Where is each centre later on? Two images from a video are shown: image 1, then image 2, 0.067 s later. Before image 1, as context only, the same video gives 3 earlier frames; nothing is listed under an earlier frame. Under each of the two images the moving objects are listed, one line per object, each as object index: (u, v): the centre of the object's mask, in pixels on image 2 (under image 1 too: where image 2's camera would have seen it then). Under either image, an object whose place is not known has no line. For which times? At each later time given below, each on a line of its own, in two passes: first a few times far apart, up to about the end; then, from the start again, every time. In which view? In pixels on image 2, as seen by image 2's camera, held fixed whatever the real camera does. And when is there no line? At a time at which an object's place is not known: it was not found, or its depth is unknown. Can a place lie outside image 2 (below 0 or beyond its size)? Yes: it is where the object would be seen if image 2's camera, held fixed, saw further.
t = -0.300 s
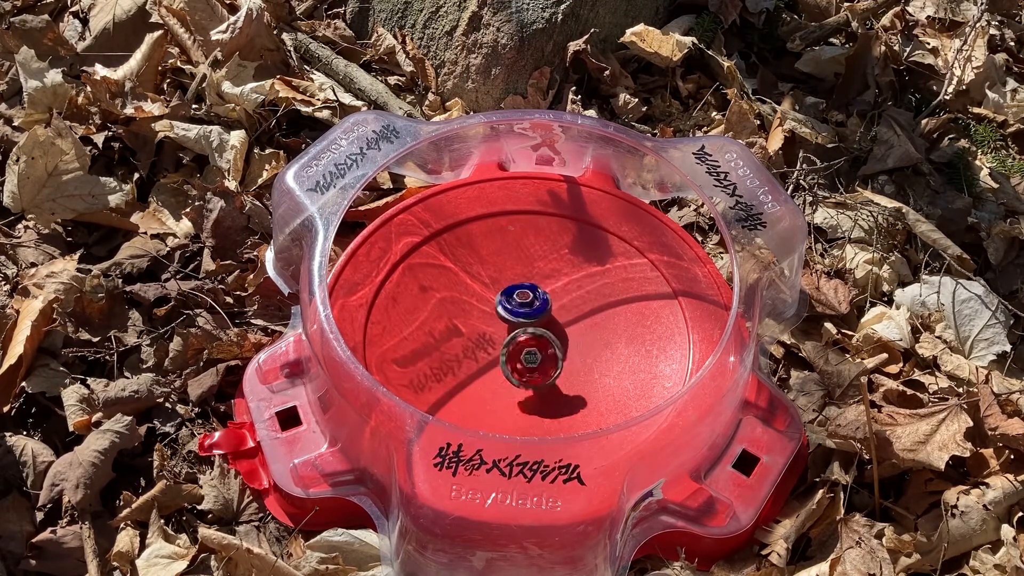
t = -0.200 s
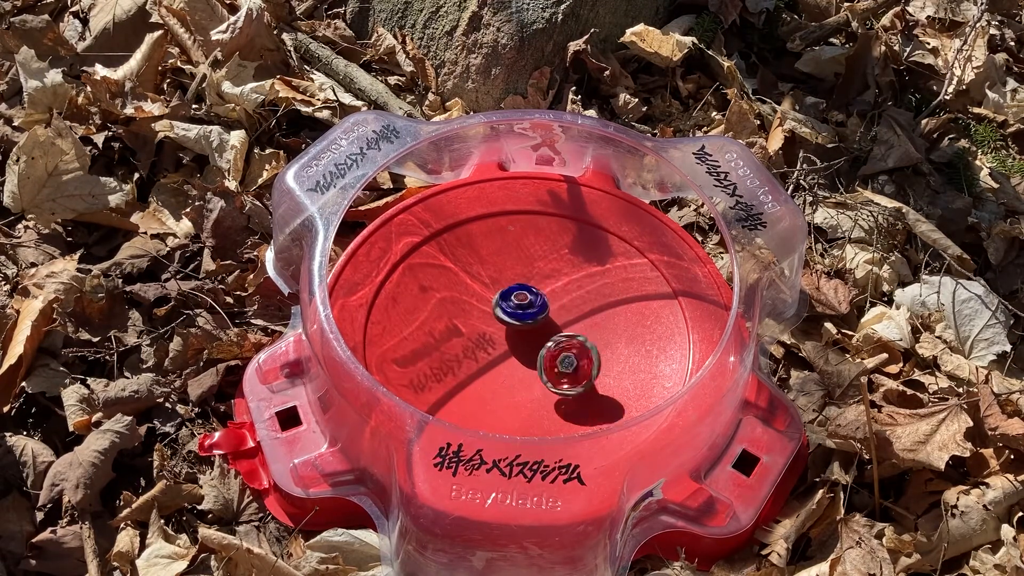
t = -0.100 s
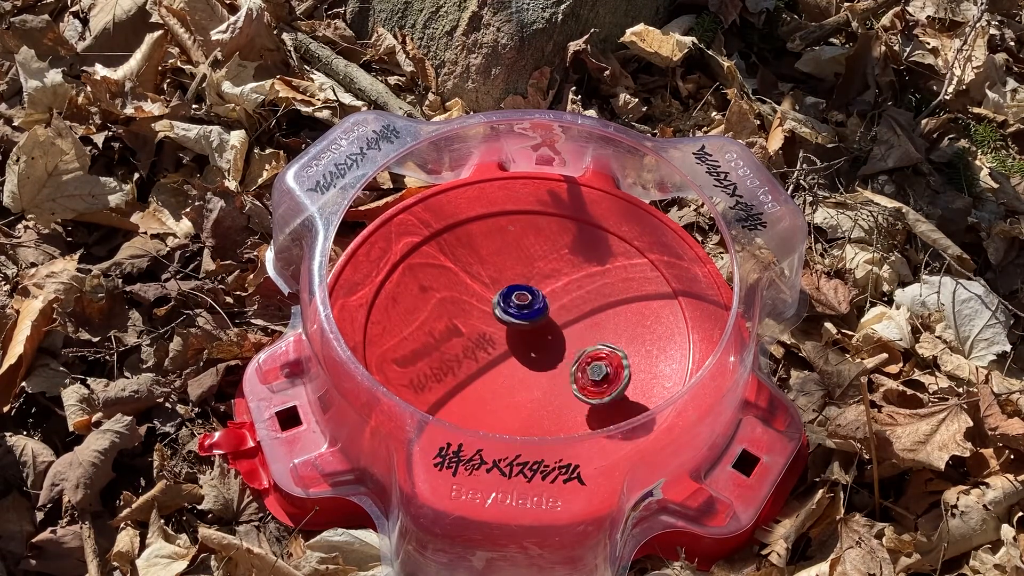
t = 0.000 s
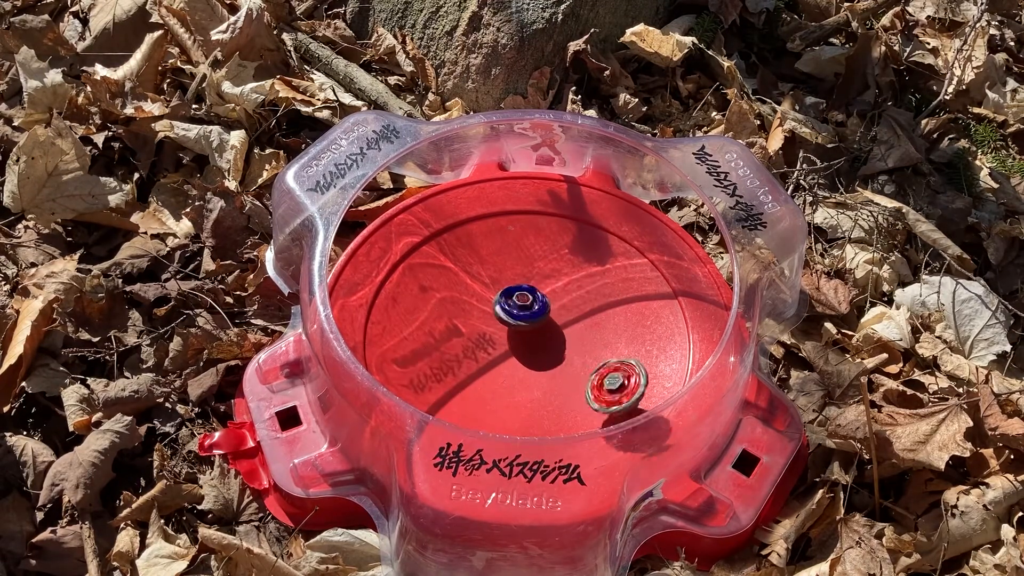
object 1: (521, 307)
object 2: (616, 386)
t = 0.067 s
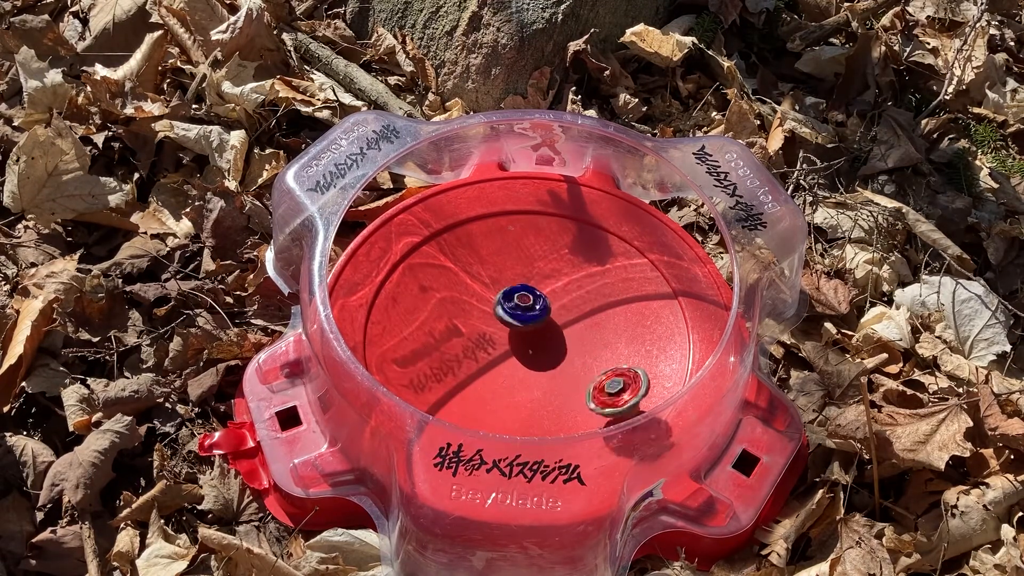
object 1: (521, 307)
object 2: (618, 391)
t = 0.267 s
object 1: (523, 309)
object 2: (596, 394)
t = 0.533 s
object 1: (517, 306)
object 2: (547, 336)
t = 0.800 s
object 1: (519, 294)
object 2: (562, 323)
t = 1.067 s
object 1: (527, 300)
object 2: (573, 323)
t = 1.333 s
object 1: (517, 306)
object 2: (559, 345)
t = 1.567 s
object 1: (499, 300)
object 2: (530, 358)
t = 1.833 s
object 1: (488, 306)
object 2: (522, 344)
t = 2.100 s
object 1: (488, 311)
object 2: (542, 330)
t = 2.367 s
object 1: (491, 319)
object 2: (557, 342)
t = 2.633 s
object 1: (492, 329)
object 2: (545, 352)
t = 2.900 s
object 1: (485, 335)
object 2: (540, 357)
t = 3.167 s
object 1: (486, 342)
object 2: (541, 339)
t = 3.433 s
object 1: (494, 348)
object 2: (557, 327)
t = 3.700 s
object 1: (501, 351)
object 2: (557, 333)
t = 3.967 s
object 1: (488, 357)
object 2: (563, 336)
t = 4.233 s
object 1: (498, 355)
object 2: (547, 328)
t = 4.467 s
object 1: (510, 350)
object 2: (546, 316)
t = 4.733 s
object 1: (527, 346)
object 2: (592, 328)
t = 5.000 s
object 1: (522, 342)
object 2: (583, 366)
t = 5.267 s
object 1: (501, 334)
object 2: (560, 346)
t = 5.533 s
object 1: (500, 335)
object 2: (576, 309)
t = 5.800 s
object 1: (502, 337)
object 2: (566, 320)
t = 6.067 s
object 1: (500, 338)
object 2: (552, 322)
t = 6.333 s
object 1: (489, 339)
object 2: (610, 353)
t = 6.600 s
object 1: (495, 345)
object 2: (603, 379)
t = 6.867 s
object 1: (497, 348)
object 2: (490, 410)
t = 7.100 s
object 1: (498, 349)
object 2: (492, 417)
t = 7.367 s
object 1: (499, 348)
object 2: (490, 407)
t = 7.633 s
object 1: (510, 345)
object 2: (549, 404)
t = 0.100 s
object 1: (522, 307)
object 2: (618, 393)
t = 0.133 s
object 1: (522, 307)
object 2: (616, 395)
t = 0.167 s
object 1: (522, 308)
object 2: (613, 396)
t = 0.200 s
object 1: (523, 308)
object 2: (608, 397)
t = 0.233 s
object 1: (523, 308)
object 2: (603, 396)
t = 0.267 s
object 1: (523, 309)
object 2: (596, 394)
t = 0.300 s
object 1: (523, 308)
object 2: (588, 391)
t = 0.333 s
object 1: (523, 310)
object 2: (580, 386)
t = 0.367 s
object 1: (523, 309)
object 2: (572, 379)
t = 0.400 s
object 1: (523, 310)
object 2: (565, 371)
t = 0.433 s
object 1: (523, 310)
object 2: (558, 363)
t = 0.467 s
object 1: (522, 310)
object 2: (553, 353)
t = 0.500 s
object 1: (520, 308)
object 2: (549, 345)
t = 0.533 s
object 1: (517, 306)
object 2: (547, 336)
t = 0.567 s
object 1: (516, 301)
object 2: (550, 339)
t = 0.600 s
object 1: (516, 298)
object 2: (552, 340)
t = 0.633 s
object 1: (516, 297)
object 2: (552, 338)
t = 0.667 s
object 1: (516, 296)
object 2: (553, 333)
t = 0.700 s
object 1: (517, 295)
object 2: (556, 329)
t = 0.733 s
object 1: (518, 294)
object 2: (559, 327)
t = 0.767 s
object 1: (518, 295)
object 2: (561, 326)
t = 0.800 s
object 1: (519, 294)
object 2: (562, 323)
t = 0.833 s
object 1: (520, 295)
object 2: (566, 321)
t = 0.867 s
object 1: (522, 295)
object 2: (569, 320)
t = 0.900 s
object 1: (523, 296)
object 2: (571, 320)
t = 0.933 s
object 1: (524, 297)
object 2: (572, 320)
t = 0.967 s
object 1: (525, 297)
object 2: (573, 319)
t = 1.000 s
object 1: (526, 298)
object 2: (574, 320)
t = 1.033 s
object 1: (527, 299)
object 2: (574, 321)
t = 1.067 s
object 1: (527, 300)
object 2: (573, 323)
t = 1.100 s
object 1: (526, 300)
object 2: (573, 326)
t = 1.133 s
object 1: (523, 298)
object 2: (574, 333)
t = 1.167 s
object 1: (521, 297)
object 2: (571, 336)
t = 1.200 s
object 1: (520, 299)
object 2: (569, 338)
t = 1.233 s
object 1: (519, 300)
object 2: (568, 339)
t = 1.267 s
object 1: (518, 302)
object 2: (567, 342)
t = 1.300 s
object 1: (517, 304)
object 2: (563, 344)
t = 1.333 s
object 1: (517, 306)
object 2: (559, 345)
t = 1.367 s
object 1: (516, 309)
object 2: (554, 345)
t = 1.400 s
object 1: (515, 310)
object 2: (549, 345)
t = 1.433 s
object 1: (513, 310)
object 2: (545, 347)
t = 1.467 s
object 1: (510, 308)
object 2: (541, 351)
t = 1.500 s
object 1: (505, 302)
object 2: (539, 356)
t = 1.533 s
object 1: (501, 300)
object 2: (534, 358)
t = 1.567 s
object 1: (499, 300)
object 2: (530, 358)
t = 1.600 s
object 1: (496, 301)
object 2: (528, 356)
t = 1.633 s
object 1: (495, 302)
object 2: (527, 355)
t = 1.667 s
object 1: (494, 303)
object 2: (525, 355)
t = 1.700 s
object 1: (493, 304)
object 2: (523, 353)
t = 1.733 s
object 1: (491, 305)
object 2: (521, 350)
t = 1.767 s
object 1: (491, 306)
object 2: (521, 348)
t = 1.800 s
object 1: (489, 306)
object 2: (522, 346)
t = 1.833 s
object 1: (488, 306)
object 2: (522, 344)
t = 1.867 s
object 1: (487, 306)
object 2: (523, 341)
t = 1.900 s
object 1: (486, 306)
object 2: (524, 338)
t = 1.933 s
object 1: (486, 307)
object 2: (527, 336)
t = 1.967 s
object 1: (486, 308)
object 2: (530, 335)
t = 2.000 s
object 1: (486, 309)
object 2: (532, 333)
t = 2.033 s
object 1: (486, 309)
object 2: (535, 332)
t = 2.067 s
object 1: (487, 311)
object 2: (538, 331)
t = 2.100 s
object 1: (488, 311)
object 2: (542, 330)
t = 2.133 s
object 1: (488, 313)
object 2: (545, 330)
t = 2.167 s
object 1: (489, 314)
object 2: (548, 331)
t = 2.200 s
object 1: (489, 315)
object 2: (551, 332)
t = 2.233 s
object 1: (490, 316)
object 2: (553, 334)
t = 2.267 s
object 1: (490, 317)
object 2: (555, 336)
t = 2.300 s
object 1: (490, 317)
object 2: (556, 338)
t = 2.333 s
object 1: (491, 318)
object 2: (557, 340)
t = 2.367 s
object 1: (491, 319)
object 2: (557, 342)
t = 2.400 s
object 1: (493, 321)
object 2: (556, 344)
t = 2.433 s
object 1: (493, 322)
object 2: (555, 346)
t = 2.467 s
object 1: (494, 324)
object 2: (553, 348)
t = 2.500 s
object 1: (495, 325)
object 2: (551, 349)
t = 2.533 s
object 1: (495, 326)
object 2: (548, 350)
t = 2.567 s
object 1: (495, 327)
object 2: (545, 349)
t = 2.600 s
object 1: (494, 328)
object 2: (542, 349)
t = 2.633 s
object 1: (492, 329)
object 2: (545, 352)
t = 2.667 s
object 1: (487, 328)
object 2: (546, 356)
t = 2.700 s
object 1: (485, 328)
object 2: (545, 358)
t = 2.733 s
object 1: (485, 329)
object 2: (544, 358)
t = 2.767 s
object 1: (485, 330)
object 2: (544, 359)
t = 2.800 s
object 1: (485, 331)
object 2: (544, 359)
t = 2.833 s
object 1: (485, 333)
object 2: (543, 359)
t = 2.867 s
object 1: (485, 334)
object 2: (541, 358)
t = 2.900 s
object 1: (485, 335)
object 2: (540, 357)
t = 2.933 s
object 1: (485, 335)
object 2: (540, 355)
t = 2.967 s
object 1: (484, 336)
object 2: (539, 353)
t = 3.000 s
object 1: (484, 337)
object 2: (538, 352)
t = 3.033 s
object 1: (484, 338)
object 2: (538, 349)
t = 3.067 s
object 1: (484, 339)
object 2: (539, 346)
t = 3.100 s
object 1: (485, 341)
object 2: (540, 344)
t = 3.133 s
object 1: (485, 341)
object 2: (540, 342)
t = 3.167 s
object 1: (486, 342)
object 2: (541, 339)
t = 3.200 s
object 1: (487, 343)
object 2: (542, 337)
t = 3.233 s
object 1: (488, 344)
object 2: (544, 334)
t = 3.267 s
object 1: (490, 344)
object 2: (546, 333)
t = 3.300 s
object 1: (491, 346)
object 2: (549, 331)
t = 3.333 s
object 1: (491, 346)
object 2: (550, 329)
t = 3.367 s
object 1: (492, 346)
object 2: (553, 329)
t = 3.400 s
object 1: (493, 347)
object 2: (555, 328)
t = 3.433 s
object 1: (494, 348)
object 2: (557, 327)
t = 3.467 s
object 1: (495, 348)
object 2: (558, 327)
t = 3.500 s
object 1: (496, 349)
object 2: (560, 328)
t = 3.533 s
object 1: (498, 349)
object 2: (560, 329)
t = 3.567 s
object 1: (498, 350)
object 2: (561, 329)
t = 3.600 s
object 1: (499, 350)
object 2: (561, 330)
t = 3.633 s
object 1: (499, 350)
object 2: (560, 331)
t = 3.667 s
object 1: (501, 351)
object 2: (558, 332)
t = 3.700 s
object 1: (501, 351)
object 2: (557, 333)
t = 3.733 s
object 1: (492, 353)
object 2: (565, 333)
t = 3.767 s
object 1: (487, 354)
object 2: (567, 335)
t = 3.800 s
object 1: (485, 355)
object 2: (567, 336)
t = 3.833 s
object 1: (485, 355)
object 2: (565, 335)
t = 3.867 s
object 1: (485, 356)
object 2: (566, 334)
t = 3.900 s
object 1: (486, 356)
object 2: (567, 335)
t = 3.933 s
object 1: (488, 357)
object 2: (565, 336)
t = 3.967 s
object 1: (488, 357)
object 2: (563, 336)
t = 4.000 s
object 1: (489, 358)
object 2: (561, 336)
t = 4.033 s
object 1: (489, 358)
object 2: (560, 336)
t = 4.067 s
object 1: (491, 357)
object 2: (558, 336)
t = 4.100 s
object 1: (493, 357)
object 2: (555, 335)
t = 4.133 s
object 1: (494, 357)
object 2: (552, 334)
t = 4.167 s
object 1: (495, 357)
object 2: (550, 332)
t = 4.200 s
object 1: (497, 356)
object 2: (548, 330)
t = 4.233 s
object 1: (498, 355)
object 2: (547, 328)
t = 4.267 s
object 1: (500, 355)
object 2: (545, 326)
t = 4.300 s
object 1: (500, 355)
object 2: (543, 324)
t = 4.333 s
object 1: (501, 354)
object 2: (542, 321)
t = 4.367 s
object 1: (503, 354)
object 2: (542, 319)
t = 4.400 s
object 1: (504, 354)
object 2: (541, 317)
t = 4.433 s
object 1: (506, 353)
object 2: (541, 316)
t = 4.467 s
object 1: (510, 350)
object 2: (546, 316)
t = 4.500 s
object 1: (511, 346)
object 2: (557, 320)
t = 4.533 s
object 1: (510, 347)
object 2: (568, 327)
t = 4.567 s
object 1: (513, 347)
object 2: (573, 329)
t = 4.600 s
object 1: (516, 346)
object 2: (577, 330)
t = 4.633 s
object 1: (519, 346)
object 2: (580, 330)
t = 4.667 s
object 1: (521, 346)
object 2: (582, 328)
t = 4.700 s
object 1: (524, 346)
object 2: (586, 327)
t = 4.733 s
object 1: (527, 346)
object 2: (592, 328)
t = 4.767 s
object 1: (529, 347)
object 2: (596, 334)
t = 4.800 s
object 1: (532, 347)
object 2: (597, 340)
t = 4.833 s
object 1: (534, 348)
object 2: (596, 347)
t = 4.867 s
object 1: (533, 347)
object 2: (597, 354)
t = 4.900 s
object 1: (527, 345)
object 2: (597, 356)
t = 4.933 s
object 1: (524, 344)
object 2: (593, 359)
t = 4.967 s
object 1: (525, 344)
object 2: (587, 362)
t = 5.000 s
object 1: (522, 342)
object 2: (583, 366)
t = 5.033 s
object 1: (513, 336)
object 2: (584, 368)
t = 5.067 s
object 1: (507, 333)
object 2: (581, 369)
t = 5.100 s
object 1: (505, 333)
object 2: (575, 367)
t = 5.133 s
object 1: (504, 334)
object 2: (569, 364)
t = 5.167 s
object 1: (503, 334)
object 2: (565, 360)
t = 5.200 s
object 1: (503, 334)
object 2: (563, 356)
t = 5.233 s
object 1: (502, 334)
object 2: (561, 351)
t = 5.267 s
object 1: (501, 334)
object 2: (560, 346)
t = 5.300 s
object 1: (501, 335)
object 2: (559, 340)
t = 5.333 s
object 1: (501, 335)
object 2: (560, 334)
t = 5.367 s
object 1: (500, 335)
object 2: (562, 328)
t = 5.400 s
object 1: (500, 335)
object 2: (564, 323)
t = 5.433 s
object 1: (500, 335)
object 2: (567, 318)
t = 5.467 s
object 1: (500, 336)
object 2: (570, 314)
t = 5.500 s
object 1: (500, 336)
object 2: (573, 311)
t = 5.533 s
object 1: (500, 335)
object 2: (576, 309)
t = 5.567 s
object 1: (500, 335)
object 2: (577, 309)
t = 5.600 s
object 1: (500, 335)
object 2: (577, 309)
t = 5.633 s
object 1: (500, 335)
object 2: (576, 310)
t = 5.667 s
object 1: (500, 336)
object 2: (576, 310)
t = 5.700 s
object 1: (501, 336)
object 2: (576, 312)
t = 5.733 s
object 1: (501, 336)
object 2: (574, 314)
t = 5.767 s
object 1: (501, 336)
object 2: (570, 316)
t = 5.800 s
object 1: (502, 337)
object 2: (566, 320)
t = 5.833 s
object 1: (503, 337)
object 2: (561, 322)
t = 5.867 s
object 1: (501, 336)
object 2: (558, 321)
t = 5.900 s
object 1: (499, 336)
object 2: (557, 324)
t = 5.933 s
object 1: (498, 336)
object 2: (555, 325)
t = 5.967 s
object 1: (498, 336)
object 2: (553, 325)
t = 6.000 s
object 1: (499, 337)
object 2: (553, 323)
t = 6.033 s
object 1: (499, 337)
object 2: (553, 322)
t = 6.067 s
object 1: (500, 338)
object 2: (552, 322)
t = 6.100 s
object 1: (500, 339)
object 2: (550, 321)
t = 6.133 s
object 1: (500, 341)
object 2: (549, 320)
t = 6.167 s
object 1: (501, 339)
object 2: (553, 323)
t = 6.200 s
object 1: (497, 337)
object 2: (566, 333)
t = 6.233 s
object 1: (490, 336)
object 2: (579, 342)
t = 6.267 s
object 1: (487, 336)
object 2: (592, 344)
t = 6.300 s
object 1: (487, 337)
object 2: (603, 349)
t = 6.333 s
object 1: (489, 339)
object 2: (610, 353)
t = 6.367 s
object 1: (490, 339)
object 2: (616, 356)
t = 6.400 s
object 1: (491, 341)
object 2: (620, 357)
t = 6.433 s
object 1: (491, 341)
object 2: (623, 361)
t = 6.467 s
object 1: (493, 343)
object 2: (624, 364)
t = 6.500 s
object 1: (494, 344)
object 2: (622, 368)
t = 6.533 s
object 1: (494, 344)
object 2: (619, 372)
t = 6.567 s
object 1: (495, 345)
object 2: (612, 376)
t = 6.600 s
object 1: (495, 345)
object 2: (603, 379)
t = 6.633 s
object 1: (496, 346)
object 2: (592, 383)
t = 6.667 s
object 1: (496, 346)
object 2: (578, 388)
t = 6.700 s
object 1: (497, 347)
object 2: (563, 393)
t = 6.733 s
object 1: (496, 347)
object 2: (545, 395)
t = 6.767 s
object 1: (496, 348)
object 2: (527, 399)
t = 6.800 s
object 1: (496, 348)
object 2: (510, 404)
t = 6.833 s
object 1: (496, 347)
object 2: (498, 408)
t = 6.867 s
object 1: (497, 348)
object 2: (490, 410)
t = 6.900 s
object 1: (497, 348)
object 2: (486, 412)
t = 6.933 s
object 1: (497, 349)
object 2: (489, 414)
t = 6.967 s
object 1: (497, 349)
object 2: (490, 415)
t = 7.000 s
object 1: (497, 349)
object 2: (491, 416)
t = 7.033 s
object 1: (497, 349)
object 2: (492, 417)
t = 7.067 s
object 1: (497, 348)
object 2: (492, 417)
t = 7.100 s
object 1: (498, 349)
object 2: (492, 417)
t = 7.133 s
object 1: (498, 349)
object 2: (491, 416)
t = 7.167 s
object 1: (498, 350)
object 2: (490, 415)
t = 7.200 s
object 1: (498, 350)
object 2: (489, 414)
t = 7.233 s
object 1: (498, 350)
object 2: (486, 412)
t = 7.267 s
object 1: (498, 350)
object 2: (486, 412)
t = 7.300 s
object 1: (498, 350)
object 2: (487, 410)
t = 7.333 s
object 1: (498, 350)
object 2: (486, 407)
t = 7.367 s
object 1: (499, 348)
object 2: (490, 407)
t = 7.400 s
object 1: (501, 347)
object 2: (496, 403)
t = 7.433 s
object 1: (502, 348)
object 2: (507, 392)
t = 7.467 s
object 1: (503, 347)
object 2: (517, 392)
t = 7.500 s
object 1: (504, 346)
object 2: (528, 393)
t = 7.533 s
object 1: (506, 346)
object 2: (536, 396)
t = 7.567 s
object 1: (507, 346)
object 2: (542, 399)
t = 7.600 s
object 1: (509, 345)
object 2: (546, 402)
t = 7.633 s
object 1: (510, 345)
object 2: (549, 404)
